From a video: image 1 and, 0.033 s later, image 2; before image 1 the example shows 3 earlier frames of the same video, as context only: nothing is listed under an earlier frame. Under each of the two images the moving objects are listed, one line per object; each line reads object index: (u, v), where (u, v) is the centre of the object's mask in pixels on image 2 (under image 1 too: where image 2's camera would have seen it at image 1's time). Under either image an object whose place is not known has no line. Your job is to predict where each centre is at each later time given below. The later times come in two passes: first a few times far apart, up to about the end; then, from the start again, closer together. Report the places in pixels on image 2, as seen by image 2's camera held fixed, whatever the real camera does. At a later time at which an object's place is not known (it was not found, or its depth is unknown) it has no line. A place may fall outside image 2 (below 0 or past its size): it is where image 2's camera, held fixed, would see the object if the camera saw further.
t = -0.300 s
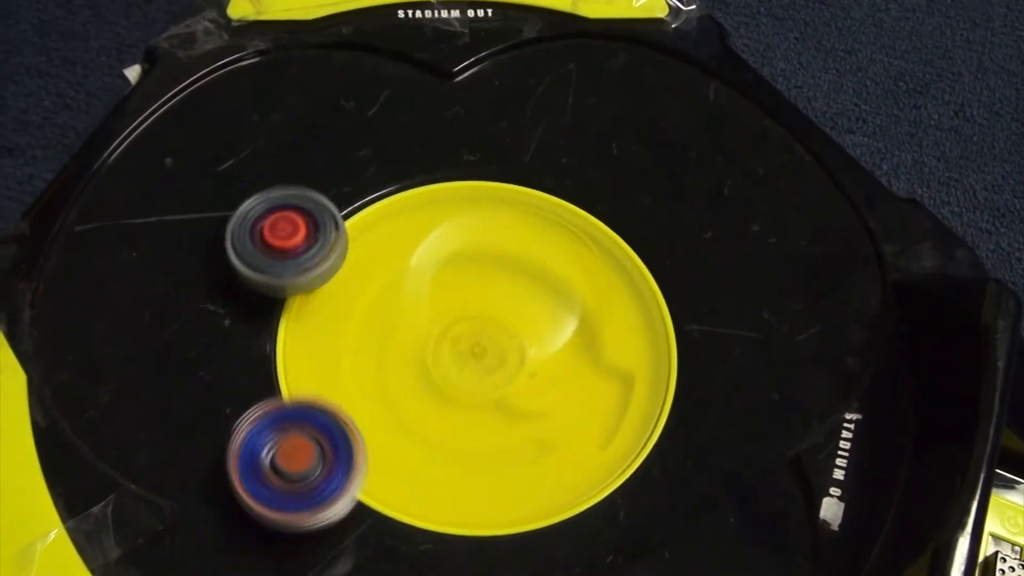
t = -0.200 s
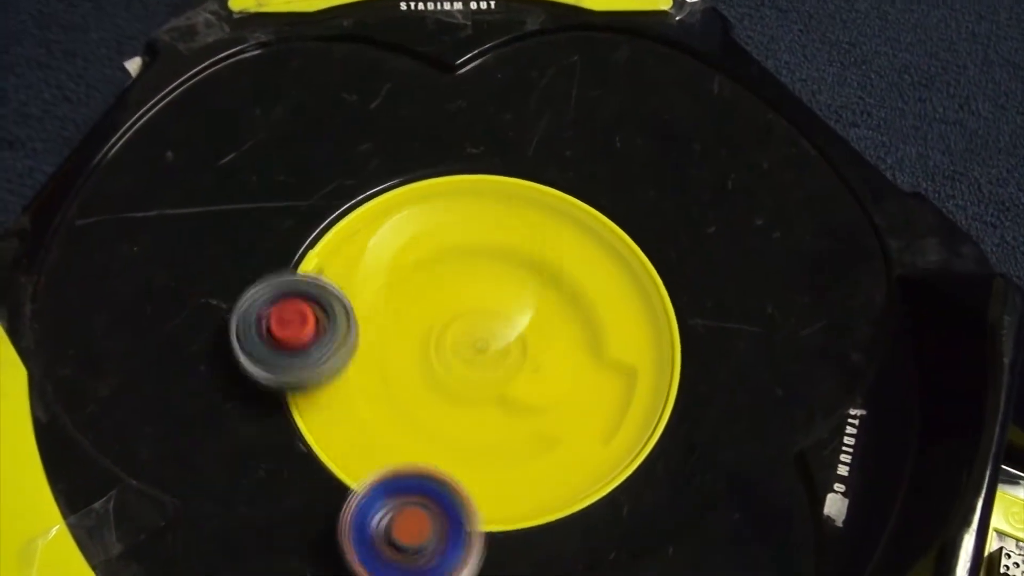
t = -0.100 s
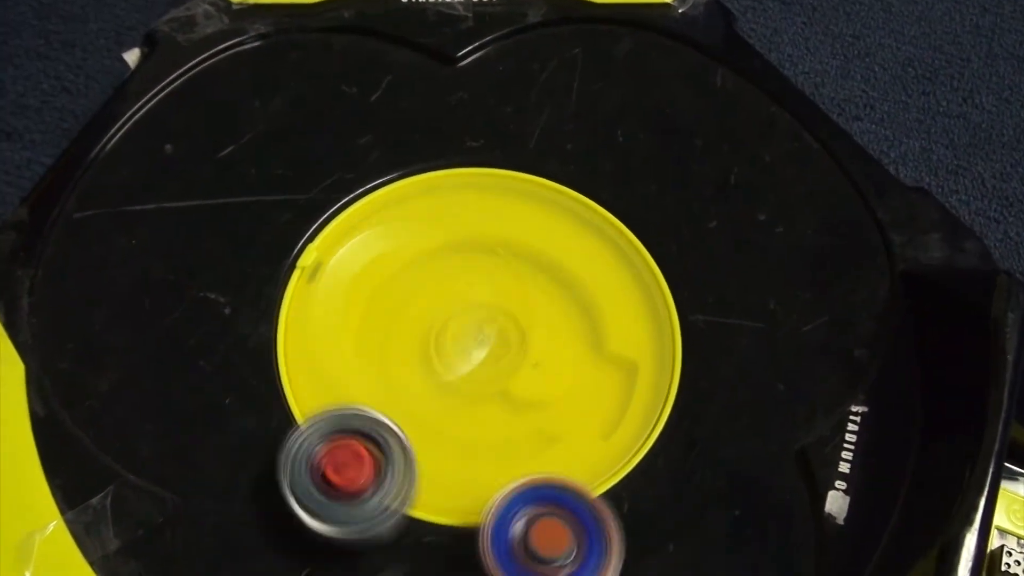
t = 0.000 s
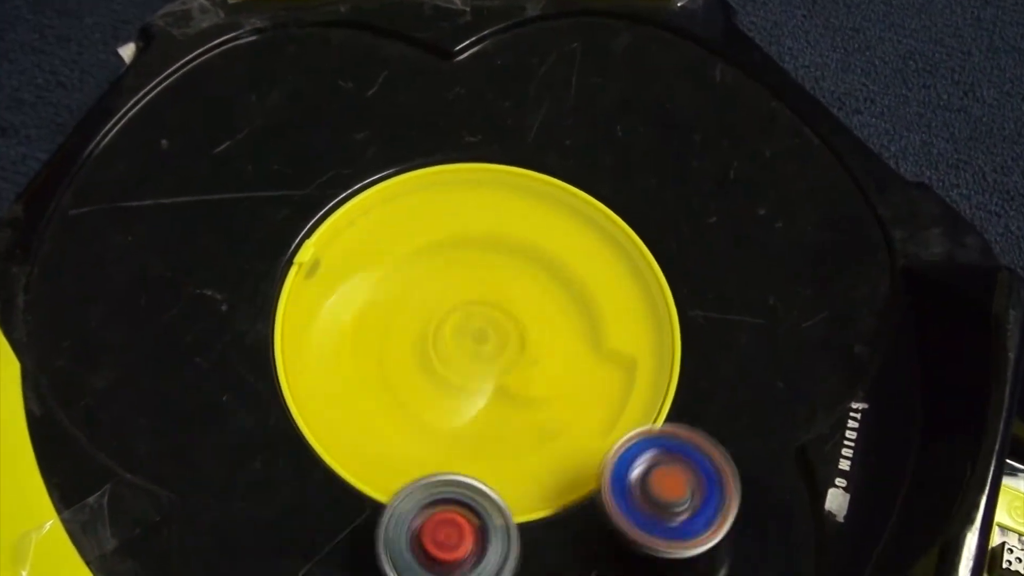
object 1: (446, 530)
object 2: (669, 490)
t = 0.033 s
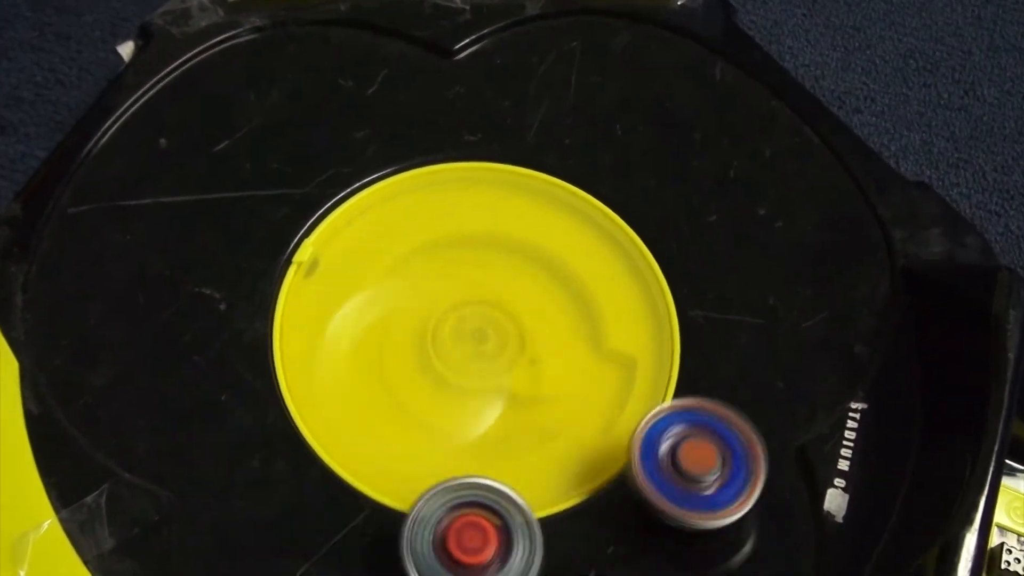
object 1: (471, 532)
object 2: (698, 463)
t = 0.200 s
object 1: (573, 512)
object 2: (748, 296)
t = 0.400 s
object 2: (640, 132)
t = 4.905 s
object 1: (432, 448)
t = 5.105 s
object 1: (708, 391)
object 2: (485, 255)
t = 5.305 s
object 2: (358, 325)
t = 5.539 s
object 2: (701, 447)
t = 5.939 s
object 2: (470, 176)
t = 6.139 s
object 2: (233, 201)
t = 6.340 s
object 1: (526, 96)
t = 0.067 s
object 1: (494, 531)
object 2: (721, 432)
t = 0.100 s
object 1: (516, 528)
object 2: (738, 400)
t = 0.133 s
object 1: (536, 525)
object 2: (747, 365)
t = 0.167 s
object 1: (555, 519)
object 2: (751, 330)
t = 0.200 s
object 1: (573, 512)
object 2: (748, 296)
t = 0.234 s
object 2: (741, 263)
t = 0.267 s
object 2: (728, 233)
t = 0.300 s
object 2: (712, 204)
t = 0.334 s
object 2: (691, 177)
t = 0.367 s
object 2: (667, 153)
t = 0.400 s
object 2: (640, 132)
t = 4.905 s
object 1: (432, 448)
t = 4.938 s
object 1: (476, 457)
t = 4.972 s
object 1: (524, 460)
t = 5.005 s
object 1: (577, 458)
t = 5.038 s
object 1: (629, 449)
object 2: (554, 267)
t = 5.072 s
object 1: (676, 422)
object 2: (522, 264)
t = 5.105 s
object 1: (708, 391)
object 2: (485, 255)
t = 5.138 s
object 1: (729, 362)
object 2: (454, 249)
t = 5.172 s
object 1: (738, 337)
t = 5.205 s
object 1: (741, 316)
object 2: (404, 240)
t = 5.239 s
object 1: (742, 297)
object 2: (379, 247)
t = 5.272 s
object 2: (363, 278)
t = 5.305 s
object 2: (358, 325)
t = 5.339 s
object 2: (365, 377)
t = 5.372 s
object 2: (406, 426)
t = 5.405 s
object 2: (476, 458)
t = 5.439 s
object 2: (547, 470)
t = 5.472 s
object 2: (611, 465)
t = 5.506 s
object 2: (663, 458)
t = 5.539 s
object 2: (701, 447)
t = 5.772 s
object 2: (662, 303)
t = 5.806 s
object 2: (632, 276)
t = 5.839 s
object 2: (596, 246)
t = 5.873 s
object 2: (557, 218)
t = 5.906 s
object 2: (515, 195)
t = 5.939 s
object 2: (470, 176)
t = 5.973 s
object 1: (595, 77)
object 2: (422, 163)
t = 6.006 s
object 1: (586, 77)
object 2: (373, 157)
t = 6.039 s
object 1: (579, 77)
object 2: (333, 165)
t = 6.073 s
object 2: (296, 177)
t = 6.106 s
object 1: (564, 79)
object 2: (263, 189)
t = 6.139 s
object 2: (233, 201)
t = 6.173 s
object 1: (551, 83)
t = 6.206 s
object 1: (545, 86)
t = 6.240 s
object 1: (540, 88)
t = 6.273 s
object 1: (535, 91)
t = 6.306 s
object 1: (530, 93)
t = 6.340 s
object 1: (526, 96)
